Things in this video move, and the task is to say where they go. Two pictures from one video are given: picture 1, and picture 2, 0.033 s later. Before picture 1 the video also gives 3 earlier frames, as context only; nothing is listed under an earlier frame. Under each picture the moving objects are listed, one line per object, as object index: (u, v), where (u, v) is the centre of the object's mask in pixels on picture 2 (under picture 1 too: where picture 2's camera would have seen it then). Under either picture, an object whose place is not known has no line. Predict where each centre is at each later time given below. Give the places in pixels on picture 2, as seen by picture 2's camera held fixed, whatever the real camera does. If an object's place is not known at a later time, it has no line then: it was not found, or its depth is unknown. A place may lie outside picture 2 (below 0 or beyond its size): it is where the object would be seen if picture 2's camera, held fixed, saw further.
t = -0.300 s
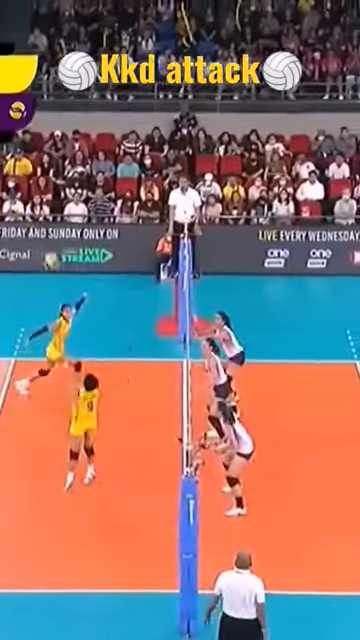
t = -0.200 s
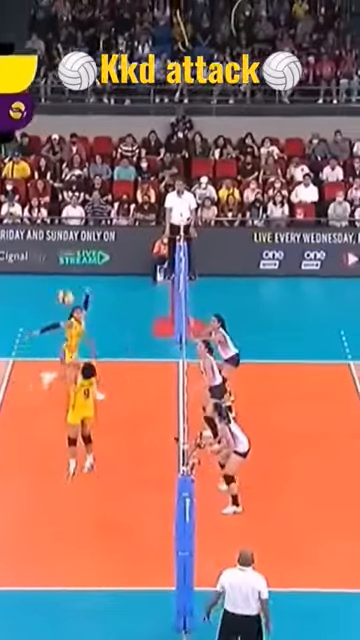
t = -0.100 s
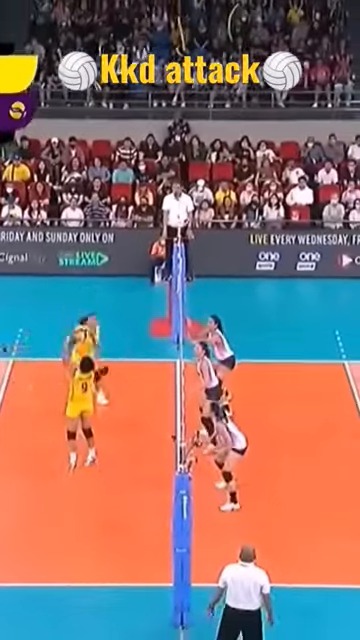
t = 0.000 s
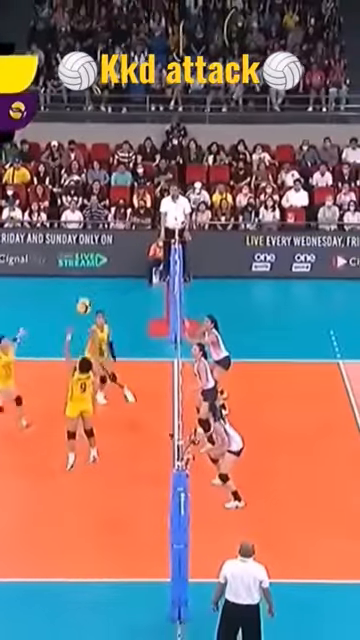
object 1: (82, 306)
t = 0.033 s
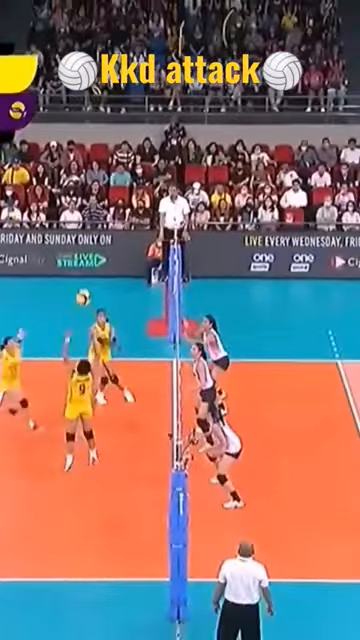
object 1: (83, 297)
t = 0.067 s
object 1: (84, 289)
